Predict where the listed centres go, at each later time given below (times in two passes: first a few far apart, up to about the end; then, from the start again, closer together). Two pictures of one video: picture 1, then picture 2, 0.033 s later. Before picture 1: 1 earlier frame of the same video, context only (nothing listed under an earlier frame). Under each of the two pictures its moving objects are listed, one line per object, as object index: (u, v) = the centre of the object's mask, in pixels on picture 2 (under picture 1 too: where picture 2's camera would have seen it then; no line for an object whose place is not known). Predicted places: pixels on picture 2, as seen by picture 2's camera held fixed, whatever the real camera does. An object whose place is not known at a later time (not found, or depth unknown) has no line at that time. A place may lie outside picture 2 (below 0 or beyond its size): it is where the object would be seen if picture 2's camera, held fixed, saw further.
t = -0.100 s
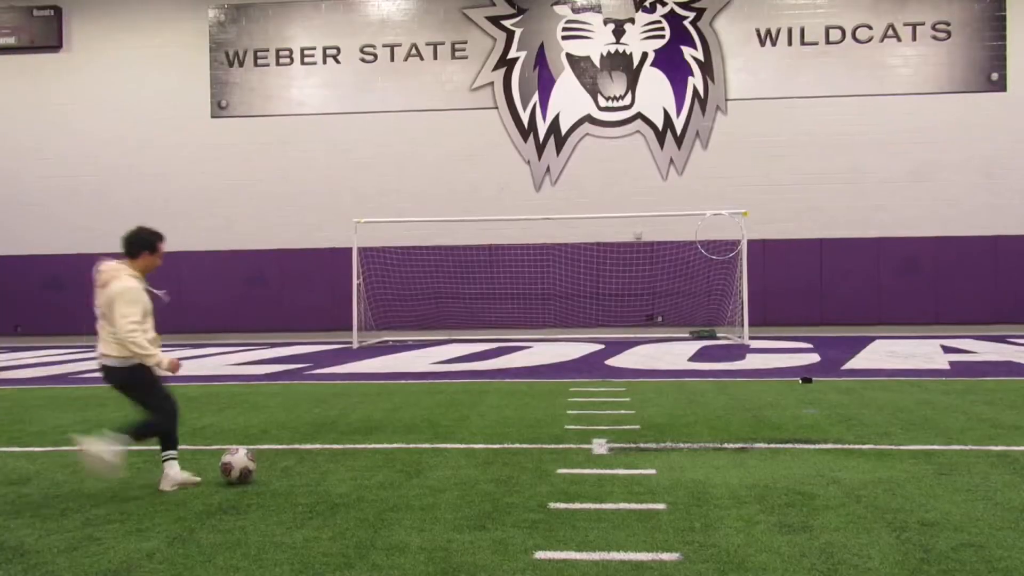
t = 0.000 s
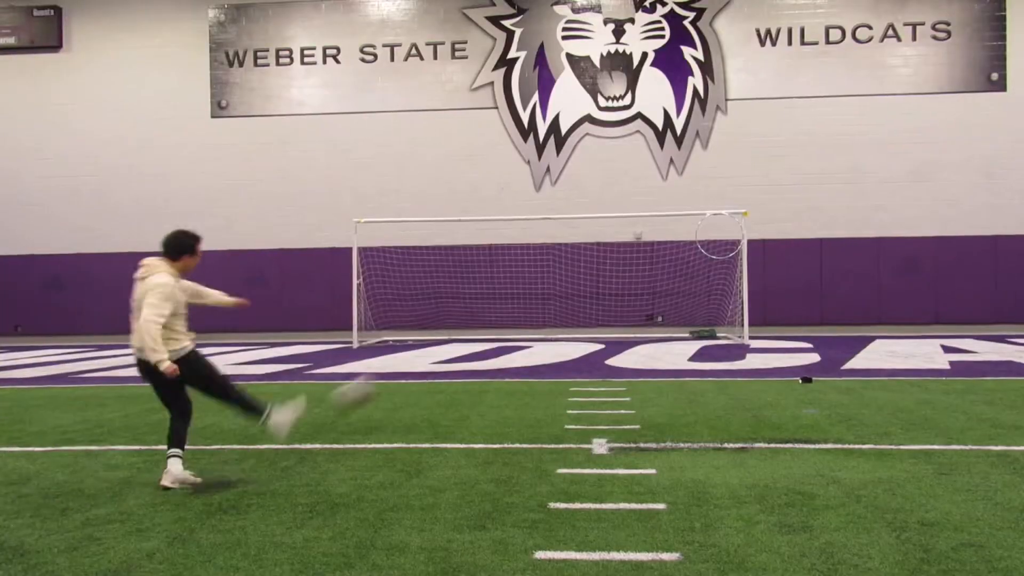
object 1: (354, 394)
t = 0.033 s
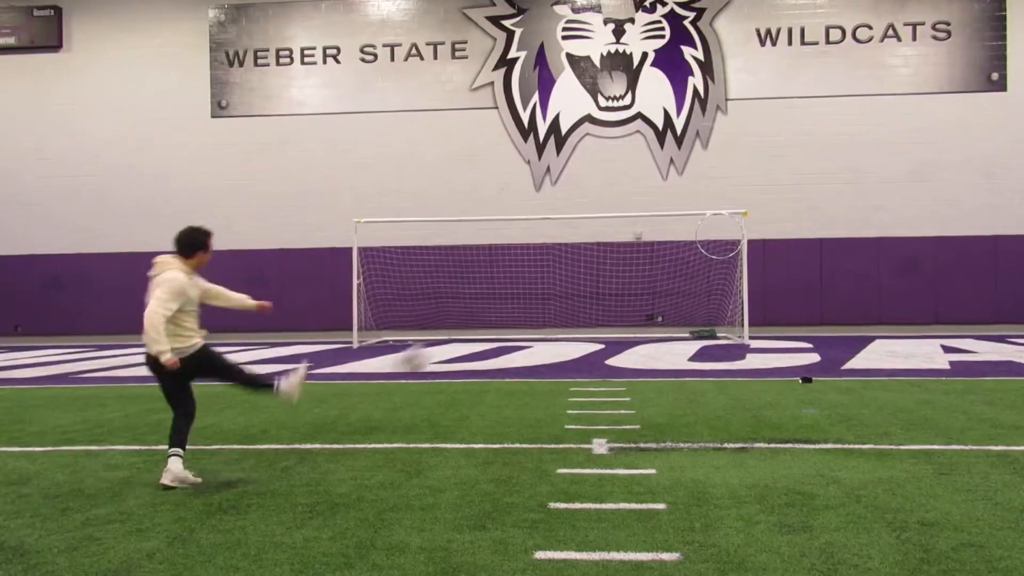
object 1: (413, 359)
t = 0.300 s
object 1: (647, 240)
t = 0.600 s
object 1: (734, 223)
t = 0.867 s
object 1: (672, 255)
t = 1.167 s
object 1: (614, 317)
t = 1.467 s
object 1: (584, 309)
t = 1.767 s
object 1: (566, 318)
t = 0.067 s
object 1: (460, 331)
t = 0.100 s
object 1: (500, 310)
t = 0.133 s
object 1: (532, 292)
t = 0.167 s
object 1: (562, 278)
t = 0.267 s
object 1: (629, 246)
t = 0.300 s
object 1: (647, 240)
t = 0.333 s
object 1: (661, 236)
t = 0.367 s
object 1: (673, 232)
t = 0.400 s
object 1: (685, 228)
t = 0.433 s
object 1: (696, 226)
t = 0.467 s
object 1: (705, 224)
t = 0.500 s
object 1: (714, 223)
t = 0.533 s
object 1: (722, 223)
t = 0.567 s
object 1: (728, 223)
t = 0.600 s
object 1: (734, 223)
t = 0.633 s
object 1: (733, 225)
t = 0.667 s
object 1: (724, 229)
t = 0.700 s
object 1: (714, 232)
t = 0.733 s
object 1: (703, 236)
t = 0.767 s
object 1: (697, 240)
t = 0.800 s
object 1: (689, 244)
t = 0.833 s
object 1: (680, 249)
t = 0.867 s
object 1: (672, 255)
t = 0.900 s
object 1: (665, 261)
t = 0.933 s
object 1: (658, 267)
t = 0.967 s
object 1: (651, 274)
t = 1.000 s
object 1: (645, 280)
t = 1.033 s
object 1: (638, 287)
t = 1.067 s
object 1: (632, 294)
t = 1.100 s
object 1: (626, 301)
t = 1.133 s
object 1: (620, 309)
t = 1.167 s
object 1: (614, 317)
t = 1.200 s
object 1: (608, 325)
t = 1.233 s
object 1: (603, 333)
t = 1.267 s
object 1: (600, 331)
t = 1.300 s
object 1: (597, 326)
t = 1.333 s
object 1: (595, 321)
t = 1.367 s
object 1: (592, 317)
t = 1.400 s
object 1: (590, 314)
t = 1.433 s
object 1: (587, 312)
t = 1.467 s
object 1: (584, 309)
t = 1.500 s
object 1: (583, 308)
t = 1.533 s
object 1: (581, 308)
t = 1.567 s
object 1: (578, 307)
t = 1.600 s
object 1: (575, 308)
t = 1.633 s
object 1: (573, 308)
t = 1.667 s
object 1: (572, 310)
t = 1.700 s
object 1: (570, 311)
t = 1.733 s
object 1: (568, 315)
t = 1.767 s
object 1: (566, 318)
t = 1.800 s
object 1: (564, 322)
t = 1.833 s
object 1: (562, 327)
